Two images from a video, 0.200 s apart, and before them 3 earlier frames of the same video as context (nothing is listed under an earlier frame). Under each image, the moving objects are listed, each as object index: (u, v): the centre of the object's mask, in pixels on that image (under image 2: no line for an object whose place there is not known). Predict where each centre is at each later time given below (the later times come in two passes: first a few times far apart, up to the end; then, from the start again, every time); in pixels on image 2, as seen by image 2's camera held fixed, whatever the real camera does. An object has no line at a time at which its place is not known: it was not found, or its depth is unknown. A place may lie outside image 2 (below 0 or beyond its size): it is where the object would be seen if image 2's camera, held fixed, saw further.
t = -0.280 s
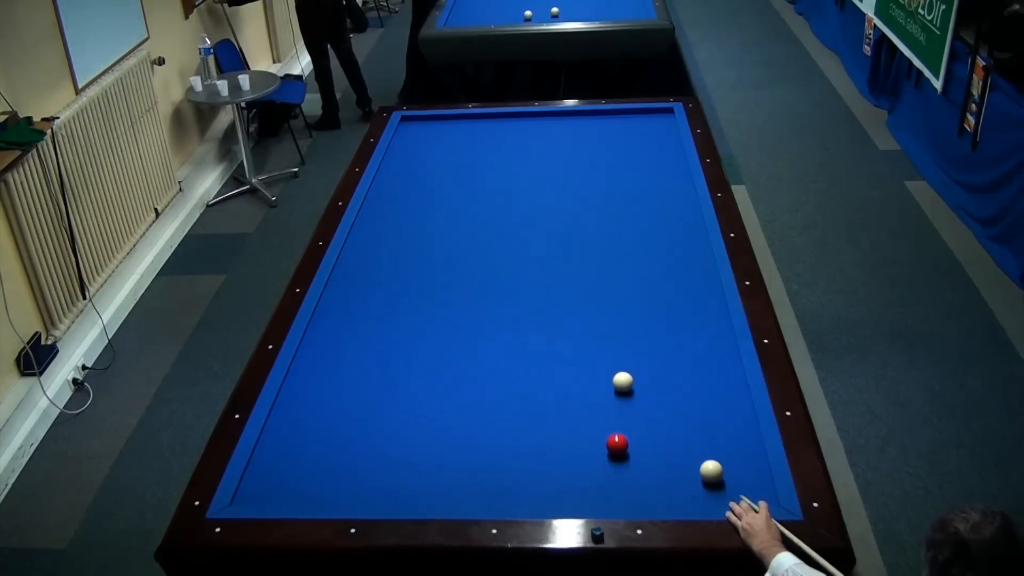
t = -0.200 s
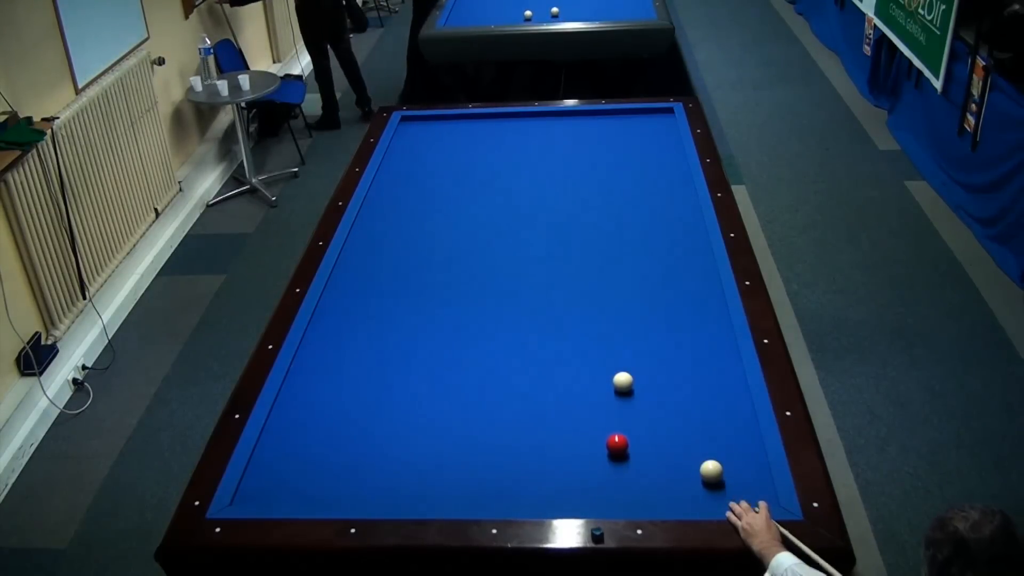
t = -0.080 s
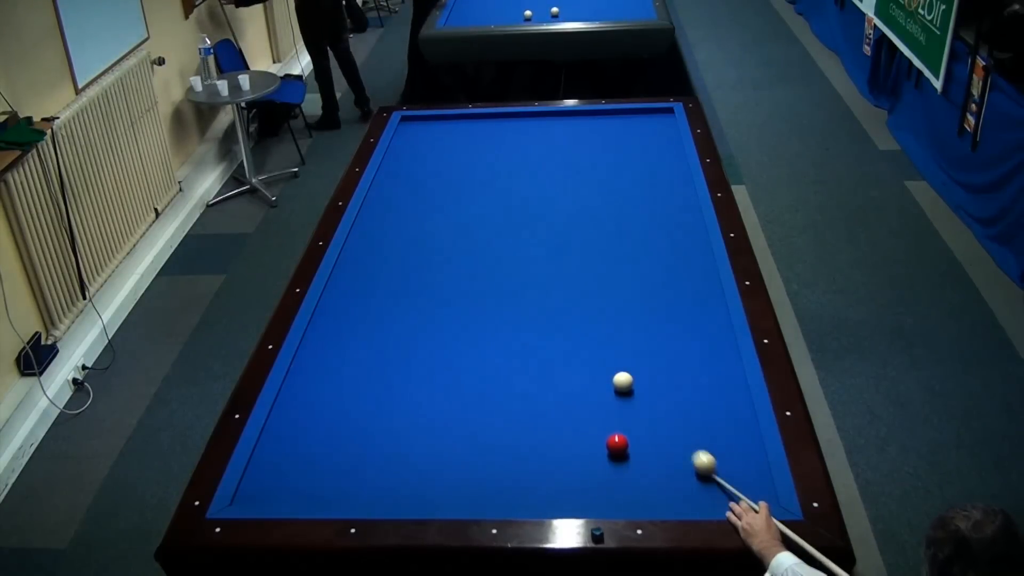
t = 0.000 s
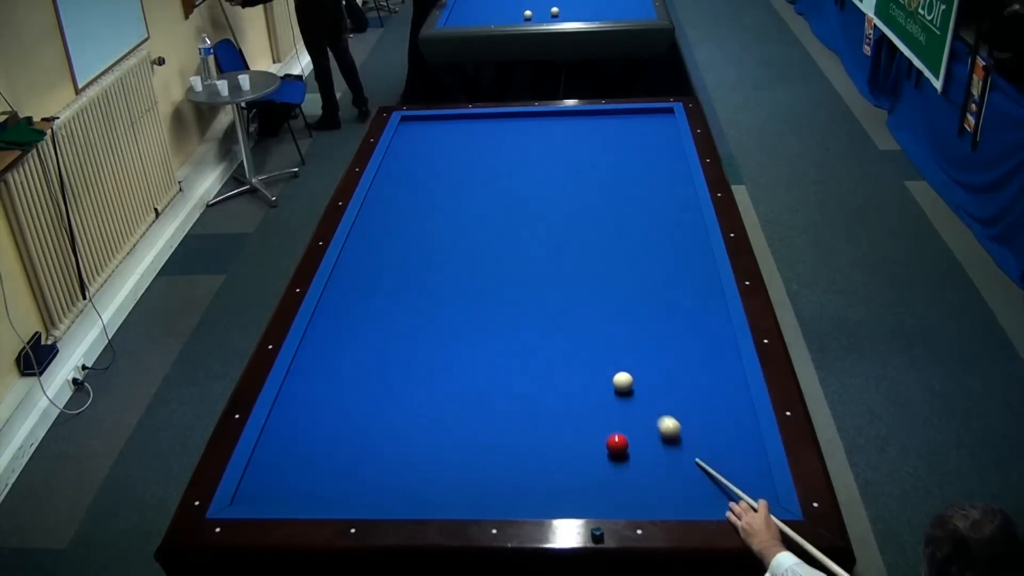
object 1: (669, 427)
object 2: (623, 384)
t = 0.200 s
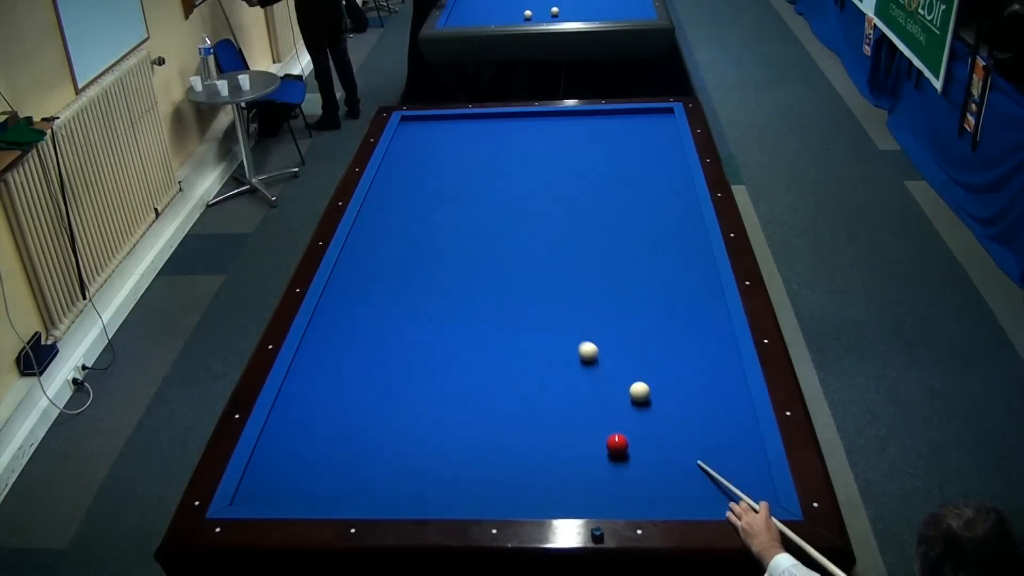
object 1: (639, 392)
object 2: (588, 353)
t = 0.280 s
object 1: (646, 394)
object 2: (566, 333)
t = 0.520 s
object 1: (672, 407)
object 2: (516, 289)
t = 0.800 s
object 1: (702, 422)
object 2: (469, 247)
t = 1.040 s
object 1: (728, 435)
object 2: (435, 216)
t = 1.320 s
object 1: (750, 452)
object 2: (400, 186)
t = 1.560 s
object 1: (742, 471)
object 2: (395, 165)
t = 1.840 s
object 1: (733, 492)
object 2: (423, 145)
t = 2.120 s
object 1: (712, 491)
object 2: (449, 127)
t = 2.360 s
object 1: (691, 482)
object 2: (467, 119)
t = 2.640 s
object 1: (668, 472)
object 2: (484, 128)
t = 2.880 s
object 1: (650, 464)
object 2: (500, 136)
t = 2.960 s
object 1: (644, 462)
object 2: (505, 138)
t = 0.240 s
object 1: (642, 393)
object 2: (577, 343)
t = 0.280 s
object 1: (646, 394)
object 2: (566, 333)
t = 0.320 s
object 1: (650, 396)
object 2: (557, 325)
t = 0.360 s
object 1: (654, 398)
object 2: (548, 317)
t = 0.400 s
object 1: (659, 400)
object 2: (539, 310)
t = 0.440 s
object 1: (663, 403)
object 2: (531, 302)
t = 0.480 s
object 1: (667, 405)
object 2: (524, 295)
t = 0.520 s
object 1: (672, 407)
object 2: (516, 289)
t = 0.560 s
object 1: (676, 409)
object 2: (509, 282)
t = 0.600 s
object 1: (680, 411)
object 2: (502, 276)
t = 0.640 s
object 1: (685, 413)
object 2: (495, 270)
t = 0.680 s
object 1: (689, 415)
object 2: (488, 264)
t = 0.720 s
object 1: (693, 418)
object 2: (481, 258)
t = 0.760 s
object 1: (698, 420)
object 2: (475, 252)
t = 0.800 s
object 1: (702, 422)
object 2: (469, 247)
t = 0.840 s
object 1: (706, 424)
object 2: (463, 242)
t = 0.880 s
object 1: (711, 426)
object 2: (457, 236)
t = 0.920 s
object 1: (715, 429)
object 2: (451, 231)
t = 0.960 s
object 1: (719, 431)
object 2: (445, 226)
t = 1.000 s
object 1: (724, 433)
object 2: (440, 221)
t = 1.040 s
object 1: (728, 435)
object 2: (435, 216)
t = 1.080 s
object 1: (733, 437)
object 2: (429, 212)
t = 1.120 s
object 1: (737, 440)
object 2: (424, 207)
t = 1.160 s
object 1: (741, 442)
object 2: (419, 203)
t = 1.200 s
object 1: (746, 444)
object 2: (414, 198)
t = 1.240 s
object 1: (750, 446)
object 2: (409, 194)
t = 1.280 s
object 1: (752, 449)
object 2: (404, 190)
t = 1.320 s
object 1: (750, 452)
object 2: (400, 186)
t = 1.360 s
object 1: (749, 455)
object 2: (395, 182)
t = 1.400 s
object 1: (748, 458)
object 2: (391, 178)
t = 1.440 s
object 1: (746, 461)
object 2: (386, 174)
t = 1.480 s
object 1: (745, 464)
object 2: (383, 170)
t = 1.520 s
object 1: (744, 468)
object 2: (389, 167)
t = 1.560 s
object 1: (742, 471)
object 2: (395, 165)
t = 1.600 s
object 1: (741, 474)
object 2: (399, 162)
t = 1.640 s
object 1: (740, 477)
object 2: (404, 159)
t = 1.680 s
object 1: (738, 480)
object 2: (408, 156)
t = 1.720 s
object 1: (737, 484)
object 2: (412, 153)
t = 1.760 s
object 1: (736, 487)
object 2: (416, 150)
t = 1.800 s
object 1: (735, 490)
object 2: (420, 148)
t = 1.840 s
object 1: (733, 492)
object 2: (423, 145)
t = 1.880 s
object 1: (732, 495)
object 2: (427, 142)
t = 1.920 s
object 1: (731, 497)
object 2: (431, 140)
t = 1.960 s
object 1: (728, 497)
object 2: (435, 137)
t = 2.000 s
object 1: (724, 496)
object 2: (438, 135)
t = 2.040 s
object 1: (720, 494)
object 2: (442, 132)
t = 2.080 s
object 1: (716, 492)
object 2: (445, 129)
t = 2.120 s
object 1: (712, 491)
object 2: (449, 127)
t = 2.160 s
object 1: (709, 490)
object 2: (452, 125)
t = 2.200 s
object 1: (705, 488)
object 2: (455, 122)
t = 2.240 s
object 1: (702, 487)
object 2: (459, 120)
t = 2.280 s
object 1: (698, 485)
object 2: (462, 117)
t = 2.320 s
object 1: (695, 484)
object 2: (465, 117)
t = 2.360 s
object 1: (691, 482)
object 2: (467, 119)
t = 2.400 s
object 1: (688, 481)
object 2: (470, 120)
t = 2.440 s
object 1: (685, 479)
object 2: (472, 122)
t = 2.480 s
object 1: (681, 478)
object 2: (475, 123)
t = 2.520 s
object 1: (678, 477)
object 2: (477, 124)
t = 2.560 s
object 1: (675, 475)
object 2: (480, 125)
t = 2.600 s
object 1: (672, 474)
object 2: (482, 127)
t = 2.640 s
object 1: (668, 472)
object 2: (484, 128)
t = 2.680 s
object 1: (665, 471)
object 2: (487, 129)
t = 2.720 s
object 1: (662, 469)
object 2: (490, 131)
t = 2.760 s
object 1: (659, 468)
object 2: (492, 132)
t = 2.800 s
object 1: (656, 467)
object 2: (495, 133)
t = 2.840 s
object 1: (653, 466)
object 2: (497, 134)
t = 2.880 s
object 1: (650, 464)
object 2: (500, 136)
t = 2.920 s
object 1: (647, 463)
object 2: (502, 137)
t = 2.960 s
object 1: (644, 462)
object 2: (505, 138)
